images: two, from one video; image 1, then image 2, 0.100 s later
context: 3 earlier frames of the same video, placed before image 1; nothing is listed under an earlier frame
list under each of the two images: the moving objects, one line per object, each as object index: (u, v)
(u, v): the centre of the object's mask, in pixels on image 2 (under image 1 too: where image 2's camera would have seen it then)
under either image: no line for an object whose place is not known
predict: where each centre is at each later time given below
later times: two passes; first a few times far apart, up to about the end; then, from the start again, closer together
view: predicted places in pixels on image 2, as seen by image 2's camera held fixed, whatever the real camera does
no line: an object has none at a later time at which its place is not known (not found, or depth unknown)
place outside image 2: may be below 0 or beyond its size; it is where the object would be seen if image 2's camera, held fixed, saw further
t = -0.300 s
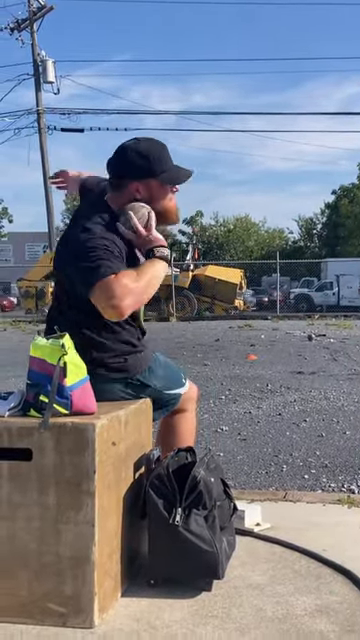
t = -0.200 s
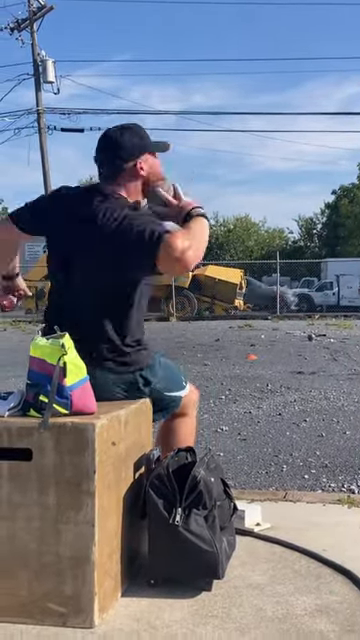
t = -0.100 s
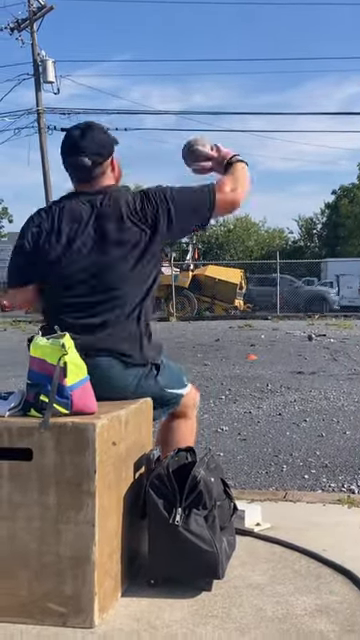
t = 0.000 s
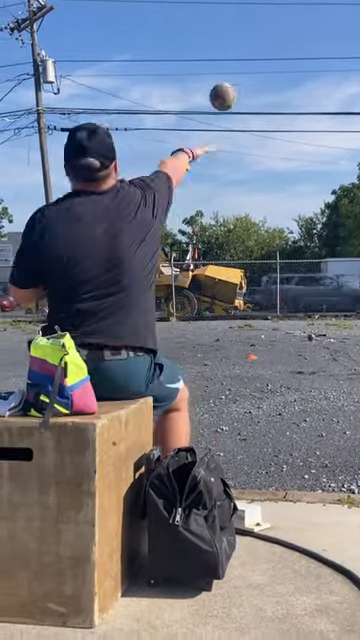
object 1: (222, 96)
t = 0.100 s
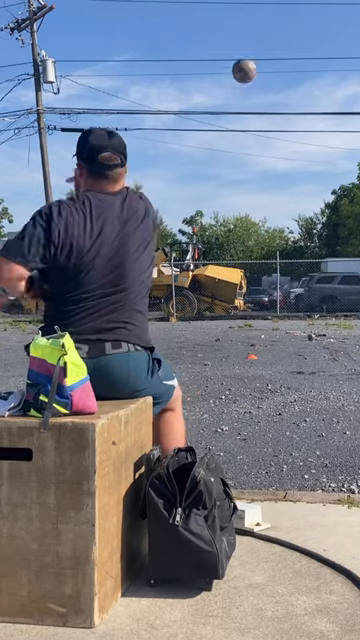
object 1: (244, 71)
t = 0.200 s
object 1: (260, 67)
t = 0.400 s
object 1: (281, 102)
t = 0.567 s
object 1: (293, 157)
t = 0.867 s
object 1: (309, 286)
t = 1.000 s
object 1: (314, 355)
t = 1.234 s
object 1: (317, 357)
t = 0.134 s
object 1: (250, 67)
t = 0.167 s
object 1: (255, 66)
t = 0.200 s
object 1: (260, 67)
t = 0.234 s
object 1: (263, 70)
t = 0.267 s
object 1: (267, 74)
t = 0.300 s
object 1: (271, 79)
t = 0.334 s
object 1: (275, 85)
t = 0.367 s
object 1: (278, 93)
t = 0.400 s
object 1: (281, 102)
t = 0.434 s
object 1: (284, 111)
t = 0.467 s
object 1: (287, 121)
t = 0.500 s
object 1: (289, 132)
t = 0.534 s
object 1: (291, 144)
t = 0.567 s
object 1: (293, 157)
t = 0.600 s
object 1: (296, 169)
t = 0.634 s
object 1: (297, 183)
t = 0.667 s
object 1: (299, 197)
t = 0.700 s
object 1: (300, 211)
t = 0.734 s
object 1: (303, 225)
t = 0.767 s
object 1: (305, 240)
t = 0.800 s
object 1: (307, 255)
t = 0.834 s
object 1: (309, 271)
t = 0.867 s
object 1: (309, 286)
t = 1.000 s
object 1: (314, 355)
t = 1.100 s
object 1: (316, 365)
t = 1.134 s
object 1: (317, 361)
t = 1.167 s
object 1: (317, 359)
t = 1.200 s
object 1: (317, 357)
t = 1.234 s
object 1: (317, 357)
